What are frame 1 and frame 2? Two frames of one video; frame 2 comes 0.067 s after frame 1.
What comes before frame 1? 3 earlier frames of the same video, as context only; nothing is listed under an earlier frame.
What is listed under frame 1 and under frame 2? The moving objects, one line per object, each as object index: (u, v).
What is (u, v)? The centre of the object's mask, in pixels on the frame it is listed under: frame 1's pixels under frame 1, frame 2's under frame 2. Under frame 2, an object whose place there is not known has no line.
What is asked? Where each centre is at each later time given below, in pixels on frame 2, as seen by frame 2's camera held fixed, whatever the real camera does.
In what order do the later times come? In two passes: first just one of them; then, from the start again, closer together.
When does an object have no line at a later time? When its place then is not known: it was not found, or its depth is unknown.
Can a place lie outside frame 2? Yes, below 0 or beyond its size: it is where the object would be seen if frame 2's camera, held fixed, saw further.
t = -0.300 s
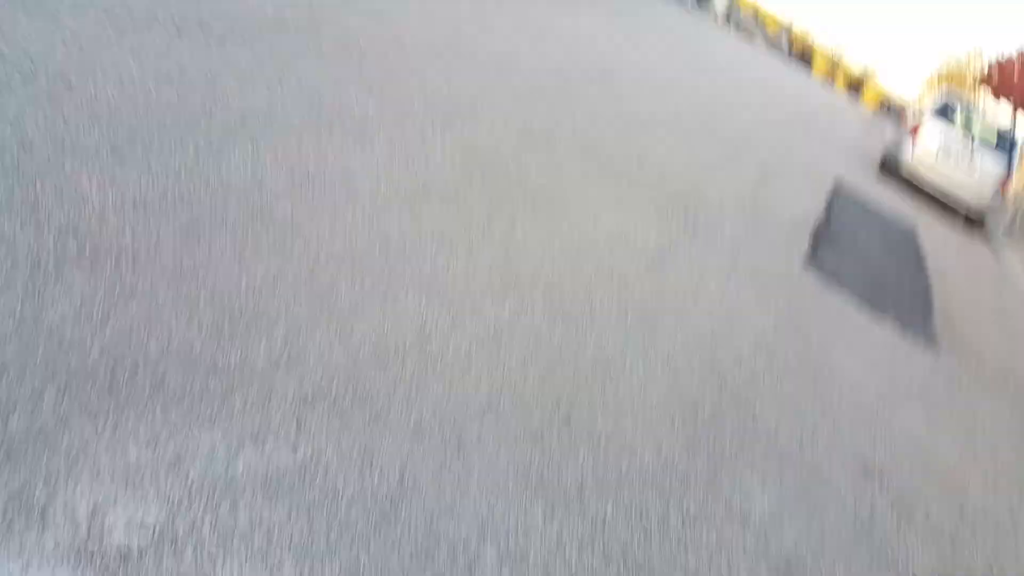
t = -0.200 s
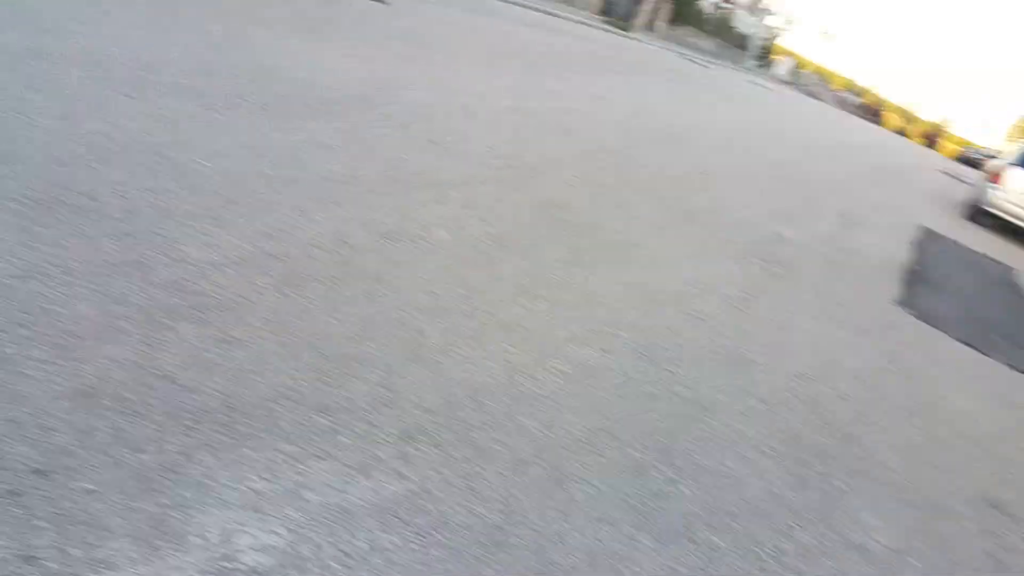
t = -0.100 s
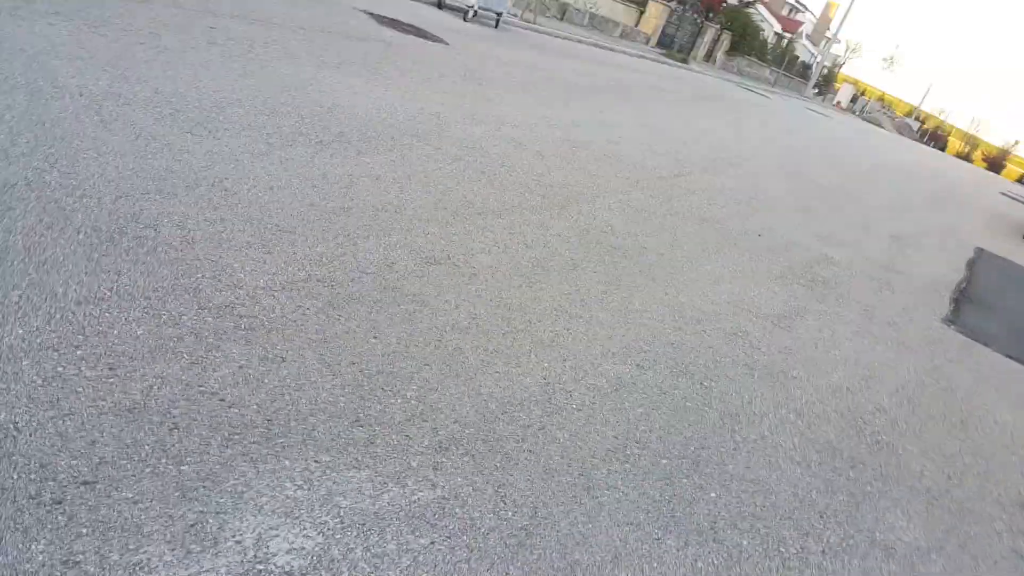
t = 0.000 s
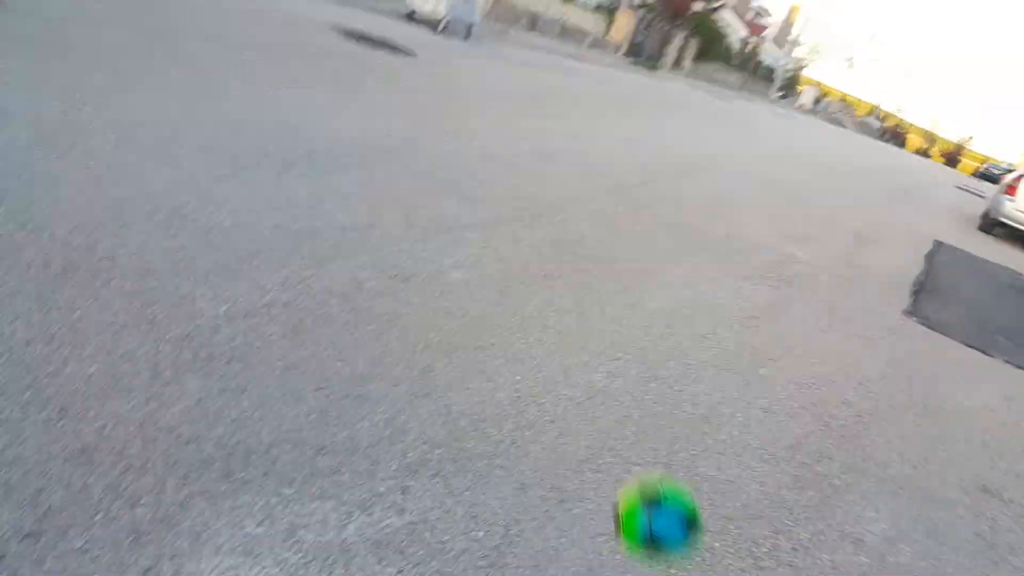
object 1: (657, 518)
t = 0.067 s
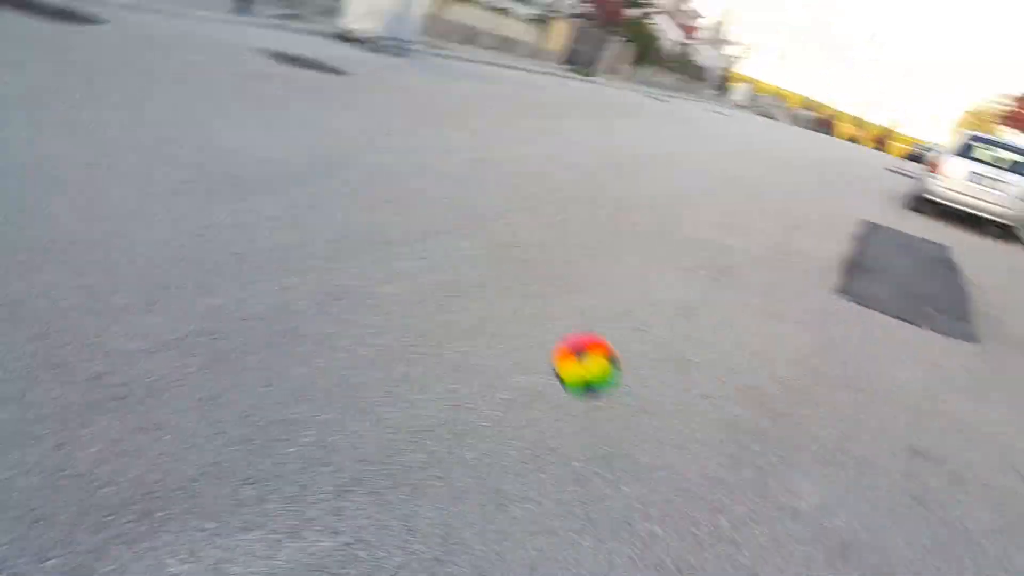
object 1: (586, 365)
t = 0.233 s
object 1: (569, 236)
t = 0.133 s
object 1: (578, 288)
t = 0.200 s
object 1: (572, 248)
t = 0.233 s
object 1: (569, 236)
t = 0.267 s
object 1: (565, 225)
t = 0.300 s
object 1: (559, 218)
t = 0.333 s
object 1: (552, 214)
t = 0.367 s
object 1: (547, 210)
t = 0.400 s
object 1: (543, 208)
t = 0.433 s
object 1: (540, 208)
